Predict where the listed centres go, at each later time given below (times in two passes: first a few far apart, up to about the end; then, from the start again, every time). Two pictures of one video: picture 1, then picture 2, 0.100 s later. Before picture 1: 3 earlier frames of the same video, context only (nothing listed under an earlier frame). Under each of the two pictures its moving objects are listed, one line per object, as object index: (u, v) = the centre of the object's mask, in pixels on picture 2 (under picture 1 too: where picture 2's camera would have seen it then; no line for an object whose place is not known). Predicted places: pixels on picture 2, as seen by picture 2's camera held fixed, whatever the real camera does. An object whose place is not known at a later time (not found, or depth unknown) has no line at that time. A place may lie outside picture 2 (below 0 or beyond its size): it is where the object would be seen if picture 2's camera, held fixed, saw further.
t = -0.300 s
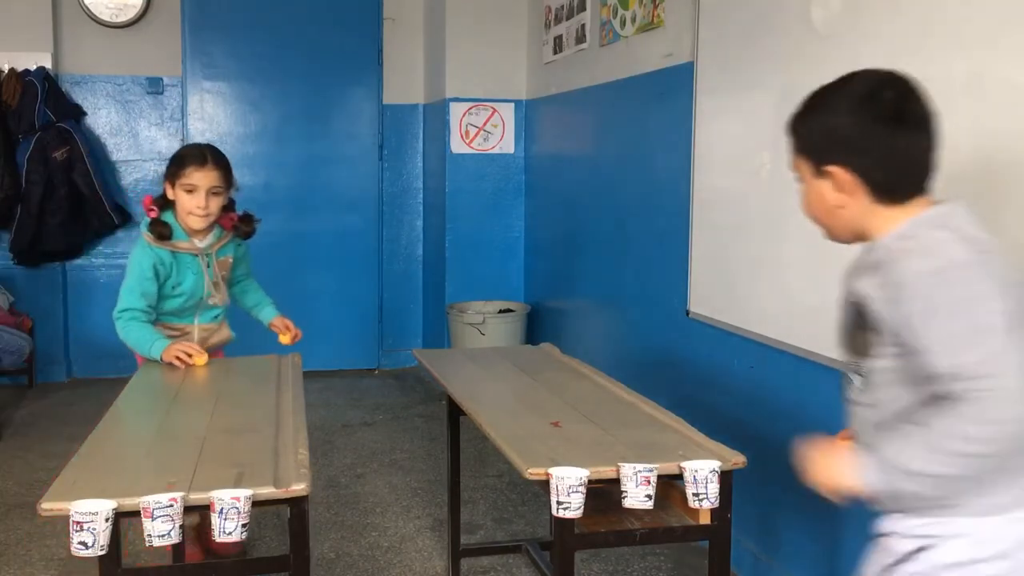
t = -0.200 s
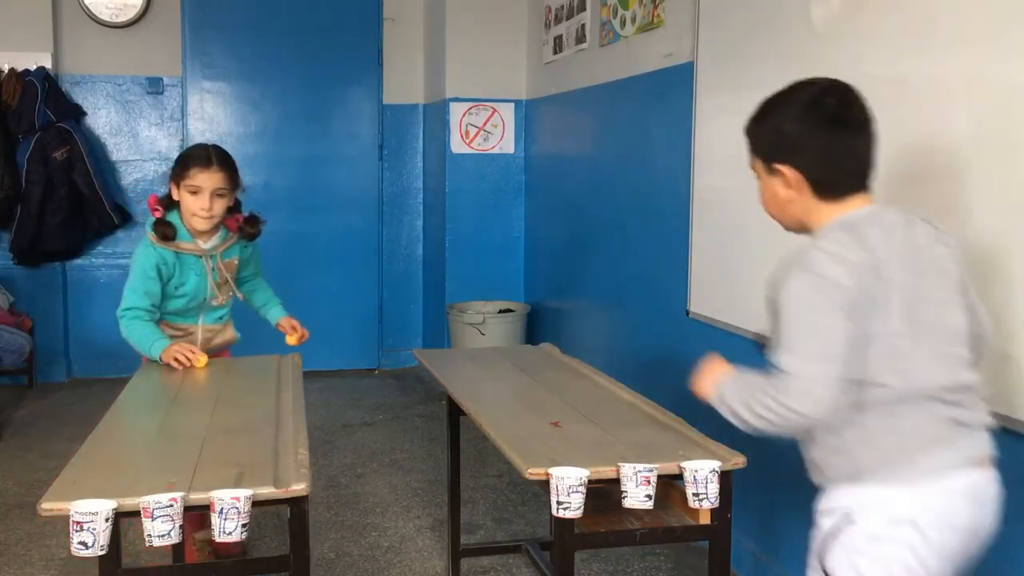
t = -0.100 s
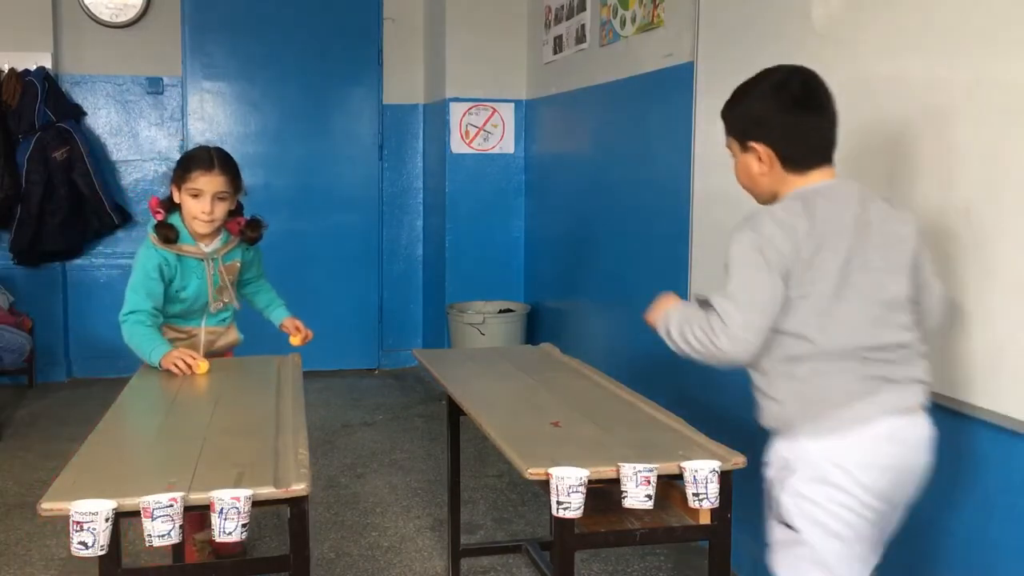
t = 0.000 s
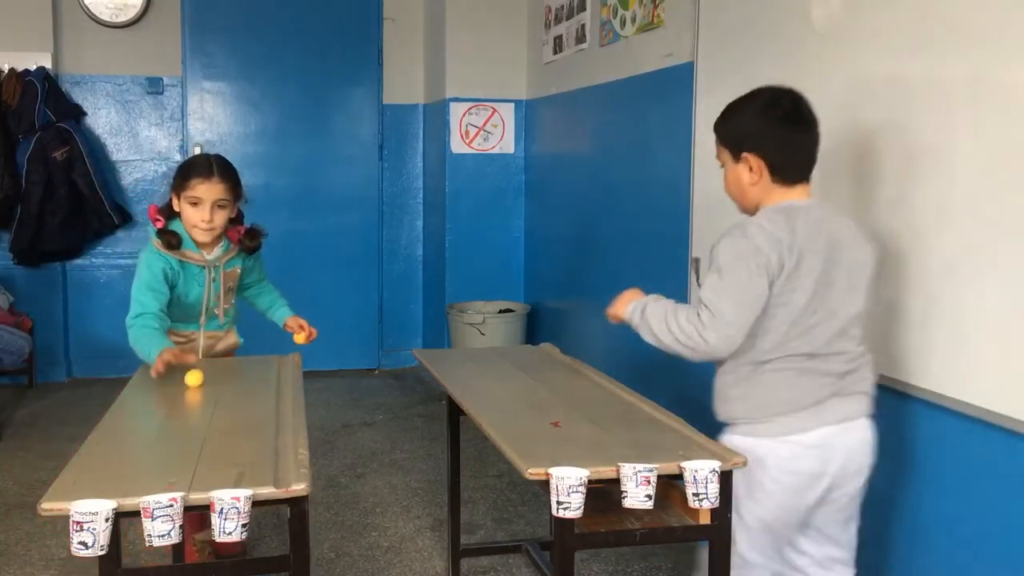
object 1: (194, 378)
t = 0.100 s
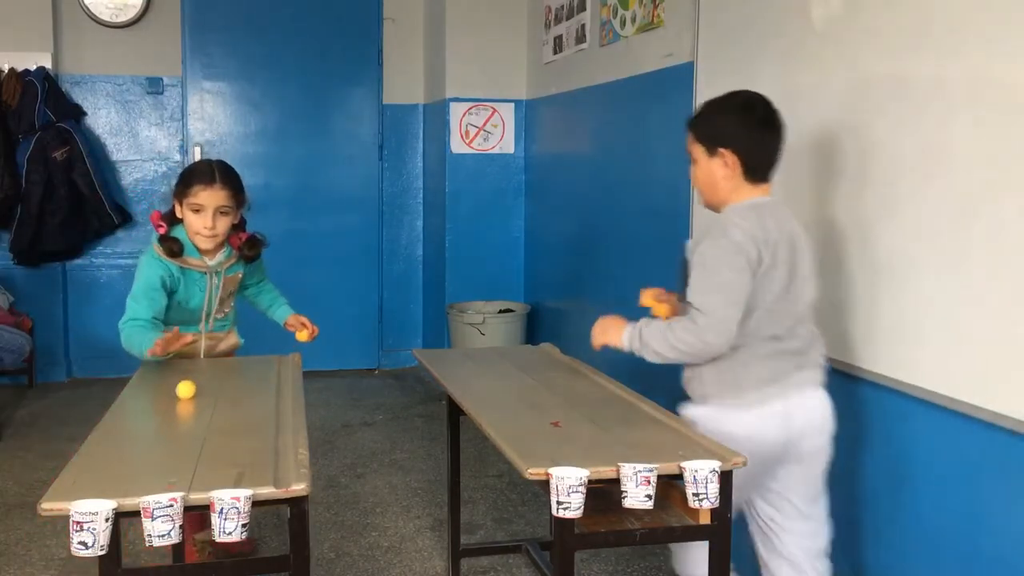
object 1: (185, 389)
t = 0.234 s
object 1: (174, 402)
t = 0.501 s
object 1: (147, 429)
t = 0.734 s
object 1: (118, 458)
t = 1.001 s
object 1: (81, 492)
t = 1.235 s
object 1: (131, 527)
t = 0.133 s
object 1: (183, 393)
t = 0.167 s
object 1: (180, 396)
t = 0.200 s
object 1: (177, 399)
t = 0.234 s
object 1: (174, 402)
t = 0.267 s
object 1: (171, 405)
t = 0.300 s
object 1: (168, 409)
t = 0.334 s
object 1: (165, 412)
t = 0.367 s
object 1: (161, 415)
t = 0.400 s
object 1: (158, 419)
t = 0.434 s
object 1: (154, 422)
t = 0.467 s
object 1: (151, 426)
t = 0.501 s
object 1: (147, 429)
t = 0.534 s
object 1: (143, 434)
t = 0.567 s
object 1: (139, 437)
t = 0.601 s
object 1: (135, 441)
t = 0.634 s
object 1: (131, 445)
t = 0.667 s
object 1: (127, 449)
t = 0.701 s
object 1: (123, 454)
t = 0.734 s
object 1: (118, 458)
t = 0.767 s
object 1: (114, 462)
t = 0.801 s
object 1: (109, 467)
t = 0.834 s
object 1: (104, 471)
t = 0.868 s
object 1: (99, 476)
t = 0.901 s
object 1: (94, 480)
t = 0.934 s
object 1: (89, 485)
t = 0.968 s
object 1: (85, 485)
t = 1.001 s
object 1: (81, 492)
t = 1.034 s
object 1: (82, 496)
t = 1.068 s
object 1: (91, 495)
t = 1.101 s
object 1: (99, 493)
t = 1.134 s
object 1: (107, 494)
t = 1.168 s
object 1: (115, 497)
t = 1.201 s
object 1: (124, 509)
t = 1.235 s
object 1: (131, 527)
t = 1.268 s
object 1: (139, 552)
